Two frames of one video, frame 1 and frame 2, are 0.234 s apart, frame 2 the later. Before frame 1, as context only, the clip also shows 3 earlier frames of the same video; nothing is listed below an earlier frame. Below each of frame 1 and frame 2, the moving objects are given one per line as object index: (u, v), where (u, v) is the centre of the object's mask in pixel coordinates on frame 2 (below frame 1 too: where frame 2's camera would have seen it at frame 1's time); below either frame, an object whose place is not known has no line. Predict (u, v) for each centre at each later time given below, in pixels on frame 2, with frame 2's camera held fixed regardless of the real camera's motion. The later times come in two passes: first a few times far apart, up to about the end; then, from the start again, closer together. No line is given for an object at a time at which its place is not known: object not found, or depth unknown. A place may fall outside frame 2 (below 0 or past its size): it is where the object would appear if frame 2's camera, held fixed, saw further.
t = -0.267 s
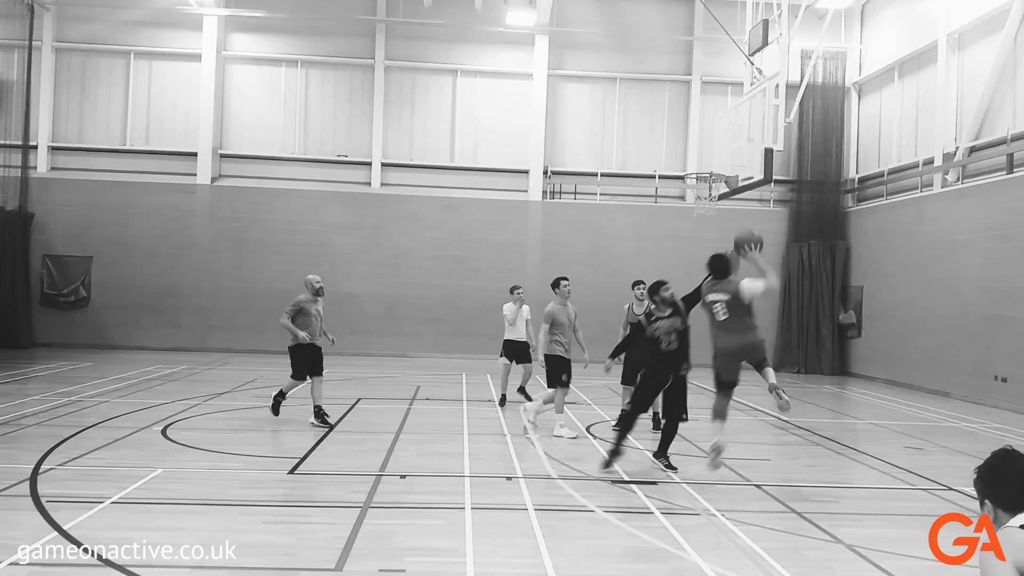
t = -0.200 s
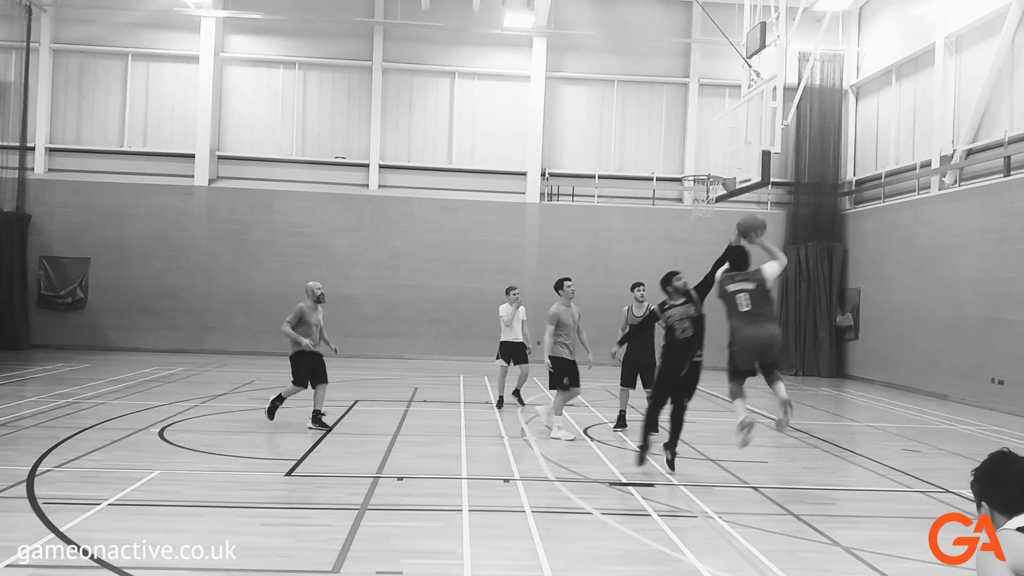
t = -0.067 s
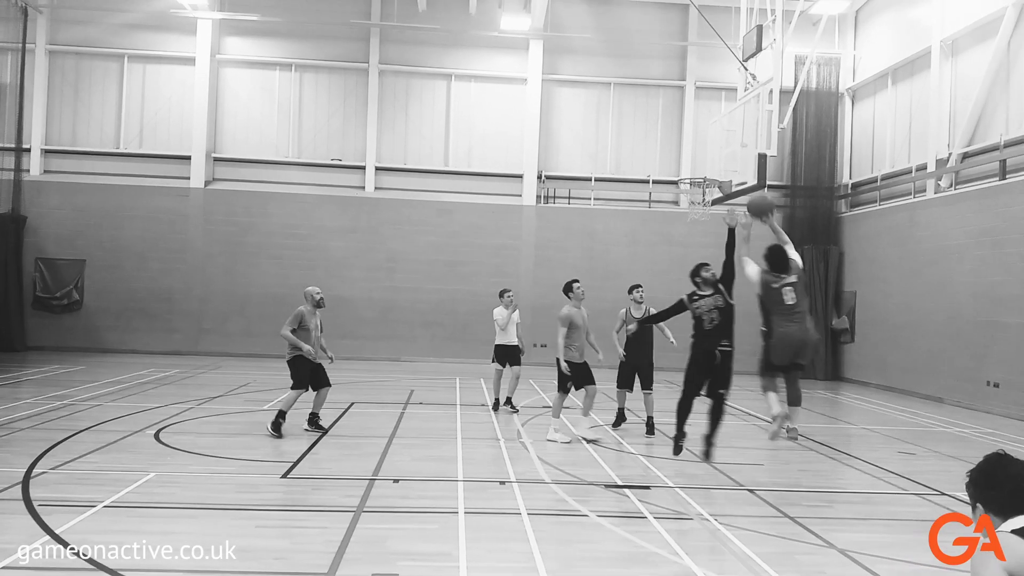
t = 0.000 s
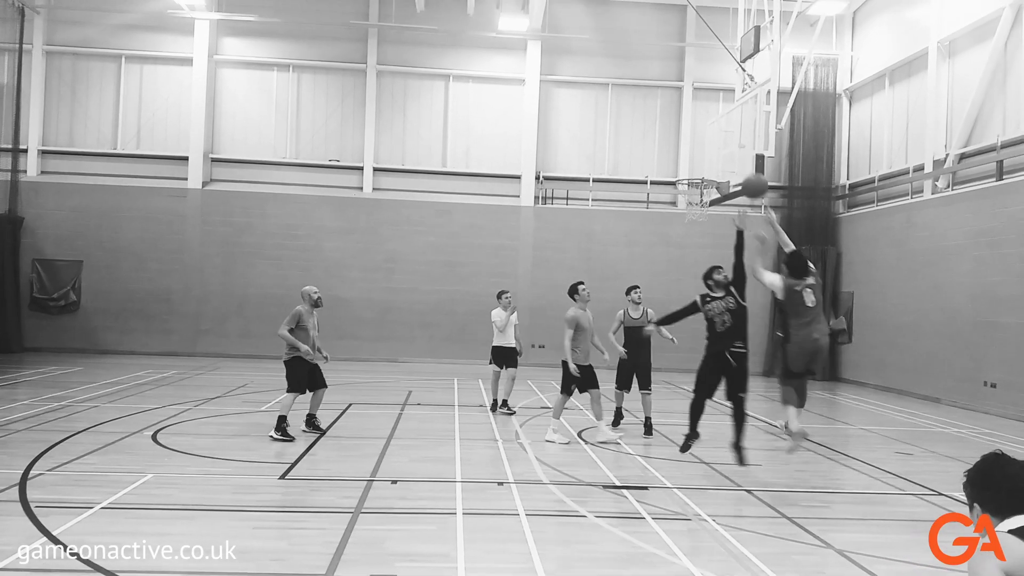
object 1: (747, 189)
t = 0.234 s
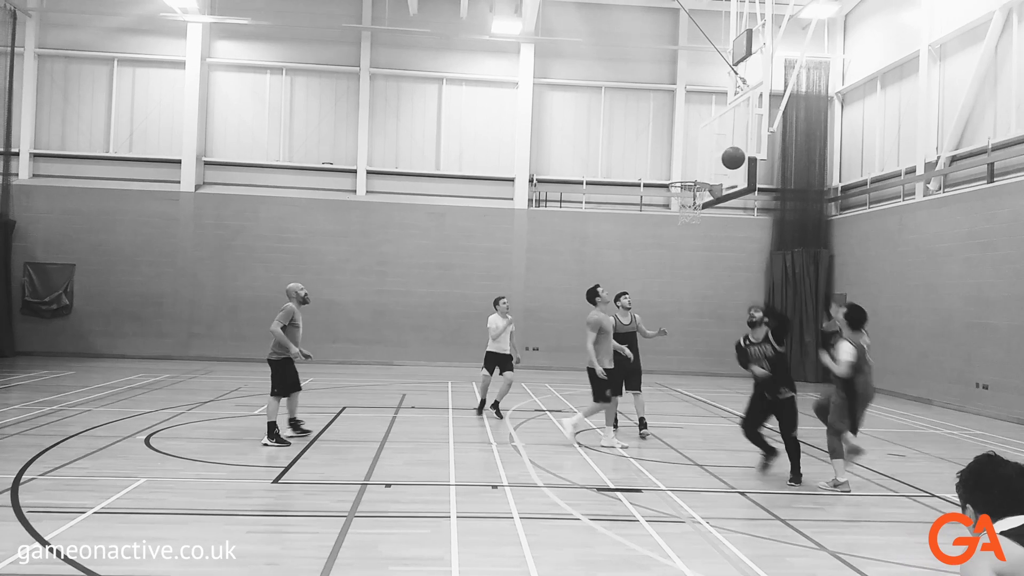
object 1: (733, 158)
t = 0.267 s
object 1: (731, 158)
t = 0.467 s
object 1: (712, 174)
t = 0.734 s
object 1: (708, 165)
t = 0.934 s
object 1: (700, 167)
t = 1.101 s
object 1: (694, 176)
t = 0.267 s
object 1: (731, 158)
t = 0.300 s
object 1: (729, 159)
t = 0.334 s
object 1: (728, 161)
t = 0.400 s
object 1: (721, 167)
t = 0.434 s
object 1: (716, 171)
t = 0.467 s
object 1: (712, 174)
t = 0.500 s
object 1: (713, 169)
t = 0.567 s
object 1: (716, 162)
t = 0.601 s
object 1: (714, 161)
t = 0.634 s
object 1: (713, 160)
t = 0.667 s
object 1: (711, 161)
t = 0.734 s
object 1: (708, 165)
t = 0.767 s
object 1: (706, 168)
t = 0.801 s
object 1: (705, 172)
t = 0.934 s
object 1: (700, 167)
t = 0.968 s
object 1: (699, 168)
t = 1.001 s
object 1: (698, 169)
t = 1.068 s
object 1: (696, 174)
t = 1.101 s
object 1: (694, 176)
